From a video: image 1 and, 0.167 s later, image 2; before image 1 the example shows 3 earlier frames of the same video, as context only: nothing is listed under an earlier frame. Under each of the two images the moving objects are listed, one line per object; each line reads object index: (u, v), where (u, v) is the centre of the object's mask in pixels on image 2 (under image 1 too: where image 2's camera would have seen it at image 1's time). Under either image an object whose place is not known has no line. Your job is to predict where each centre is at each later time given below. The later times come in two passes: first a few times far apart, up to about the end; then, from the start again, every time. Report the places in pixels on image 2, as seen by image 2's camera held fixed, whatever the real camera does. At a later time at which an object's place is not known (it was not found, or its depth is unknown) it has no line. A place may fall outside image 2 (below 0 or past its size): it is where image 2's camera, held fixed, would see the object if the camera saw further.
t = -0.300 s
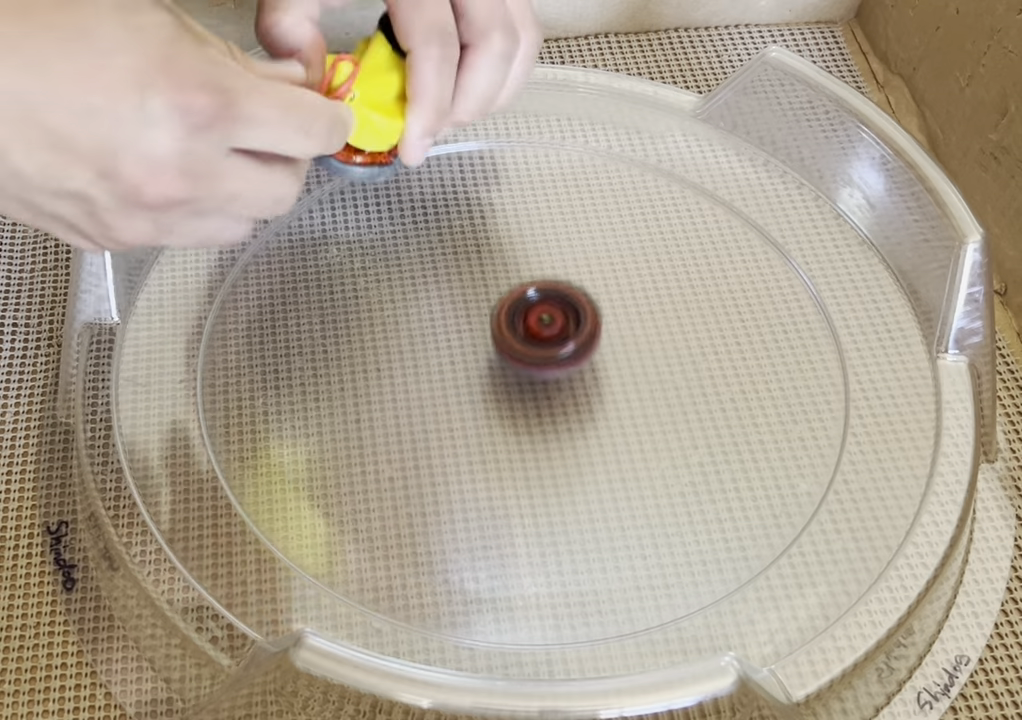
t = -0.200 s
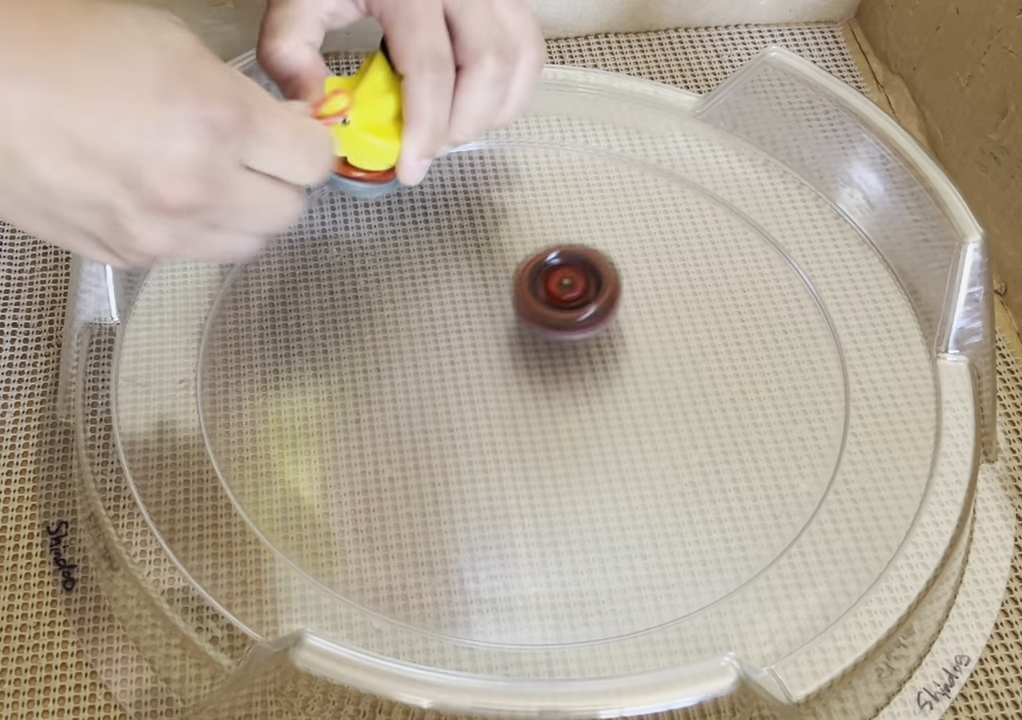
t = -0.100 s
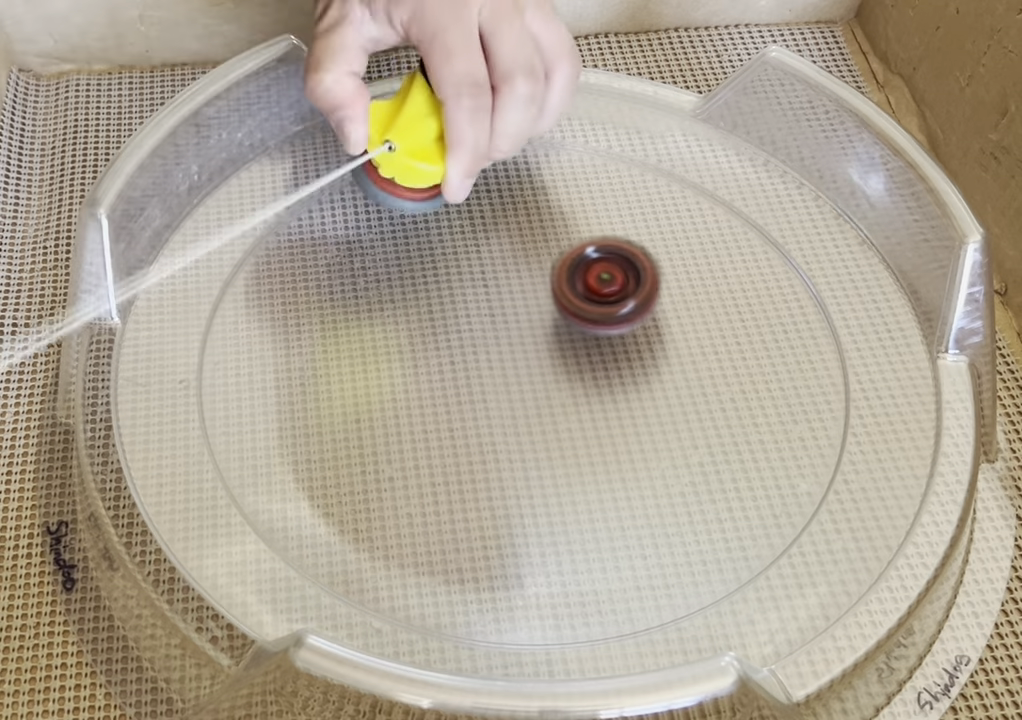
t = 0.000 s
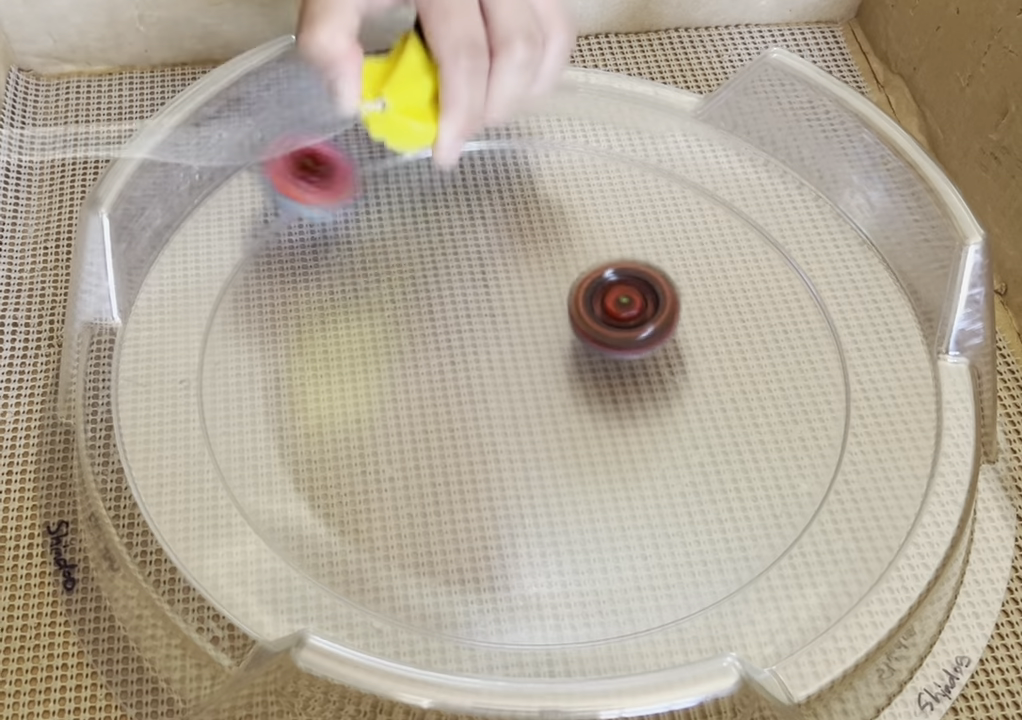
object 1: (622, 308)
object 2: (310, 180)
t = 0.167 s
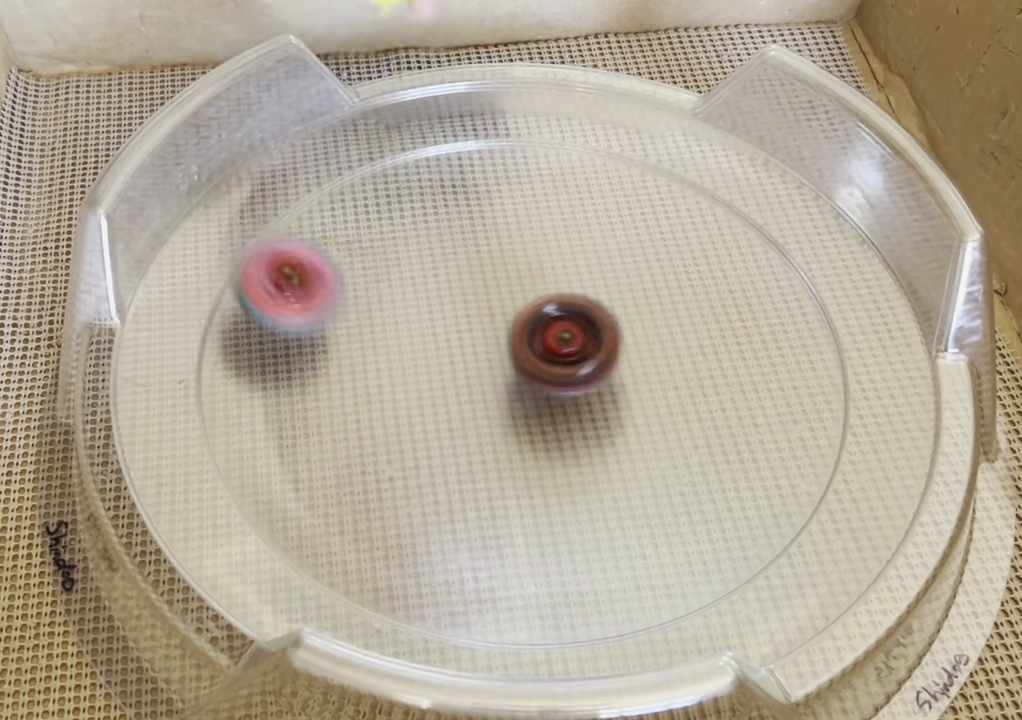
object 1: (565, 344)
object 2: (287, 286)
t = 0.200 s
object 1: (544, 343)
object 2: (325, 325)
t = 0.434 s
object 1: (755, 211)
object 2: (551, 520)
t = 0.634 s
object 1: (775, 284)
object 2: (603, 232)
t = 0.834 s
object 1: (453, 379)
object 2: (190, 263)
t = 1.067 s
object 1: (328, 150)
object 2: (599, 544)
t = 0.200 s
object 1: (544, 343)
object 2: (325, 325)
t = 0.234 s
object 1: (526, 337)
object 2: (379, 358)
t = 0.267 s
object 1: (546, 309)
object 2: (402, 395)
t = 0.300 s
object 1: (604, 262)
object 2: (382, 442)
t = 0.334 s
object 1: (651, 228)
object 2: (388, 478)
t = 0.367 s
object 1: (690, 213)
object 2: (421, 507)
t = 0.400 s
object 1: (725, 209)
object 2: (476, 523)
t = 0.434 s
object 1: (755, 211)
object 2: (551, 520)
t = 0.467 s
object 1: (779, 224)
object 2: (632, 495)
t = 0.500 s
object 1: (796, 248)
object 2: (701, 441)
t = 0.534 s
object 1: (811, 274)
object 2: (742, 368)
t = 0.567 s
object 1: (855, 257)
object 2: (700, 327)
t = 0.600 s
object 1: (819, 262)
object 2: (653, 281)
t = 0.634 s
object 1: (775, 284)
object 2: (603, 232)
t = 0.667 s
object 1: (725, 331)
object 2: (537, 191)
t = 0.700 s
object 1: (672, 397)
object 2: (461, 163)
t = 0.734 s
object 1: (616, 397)
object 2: (381, 153)
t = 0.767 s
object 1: (558, 390)
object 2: (311, 174)
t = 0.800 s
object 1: (500, 398)
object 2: (239, 219)
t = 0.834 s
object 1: (453, 379)
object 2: (190, 263)
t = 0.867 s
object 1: (412, 357)
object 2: (175, 322)
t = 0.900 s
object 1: (374, 328)
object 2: (182, 388)
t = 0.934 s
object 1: (347, 291)
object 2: (220, 448)
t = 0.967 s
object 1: (326, 251)
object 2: (284, 506)
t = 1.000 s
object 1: (314, 214)
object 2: (382, 545)
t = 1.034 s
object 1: (313, 178)
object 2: (491, 559)
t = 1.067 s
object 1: (328, 150)
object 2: (599, 544)
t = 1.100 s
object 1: (349, 126)
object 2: (696, 500)
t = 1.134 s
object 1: (385, 114)
